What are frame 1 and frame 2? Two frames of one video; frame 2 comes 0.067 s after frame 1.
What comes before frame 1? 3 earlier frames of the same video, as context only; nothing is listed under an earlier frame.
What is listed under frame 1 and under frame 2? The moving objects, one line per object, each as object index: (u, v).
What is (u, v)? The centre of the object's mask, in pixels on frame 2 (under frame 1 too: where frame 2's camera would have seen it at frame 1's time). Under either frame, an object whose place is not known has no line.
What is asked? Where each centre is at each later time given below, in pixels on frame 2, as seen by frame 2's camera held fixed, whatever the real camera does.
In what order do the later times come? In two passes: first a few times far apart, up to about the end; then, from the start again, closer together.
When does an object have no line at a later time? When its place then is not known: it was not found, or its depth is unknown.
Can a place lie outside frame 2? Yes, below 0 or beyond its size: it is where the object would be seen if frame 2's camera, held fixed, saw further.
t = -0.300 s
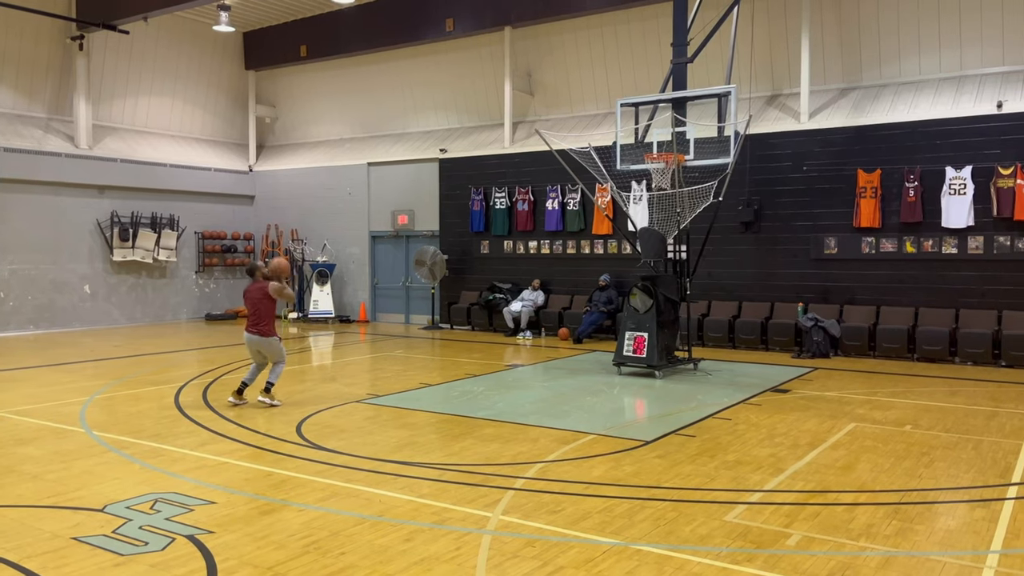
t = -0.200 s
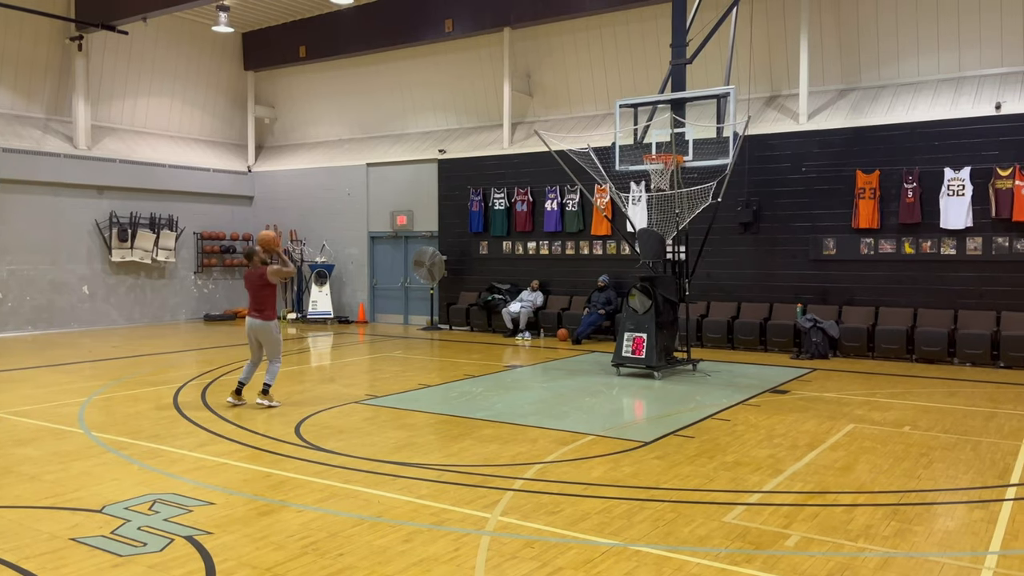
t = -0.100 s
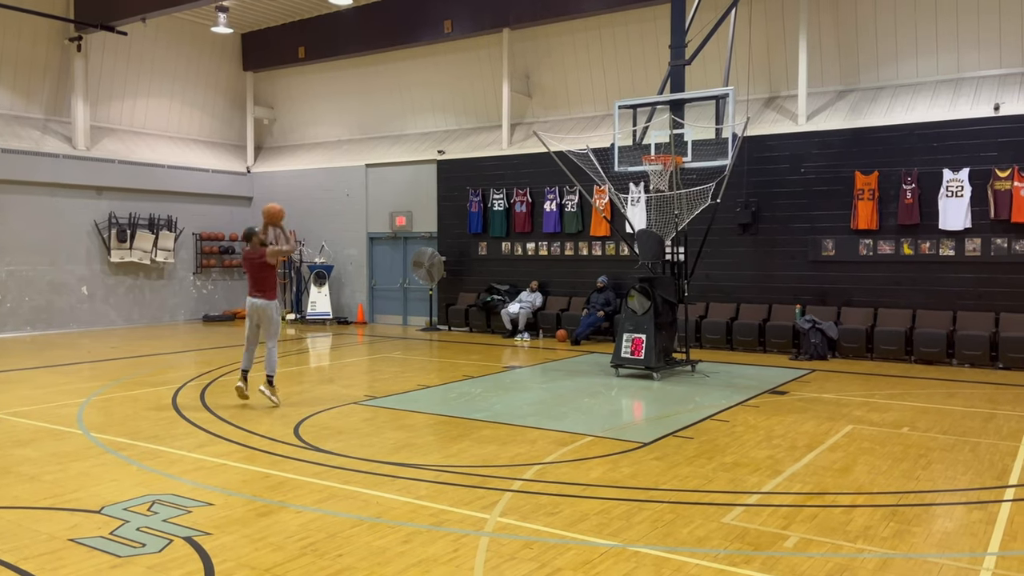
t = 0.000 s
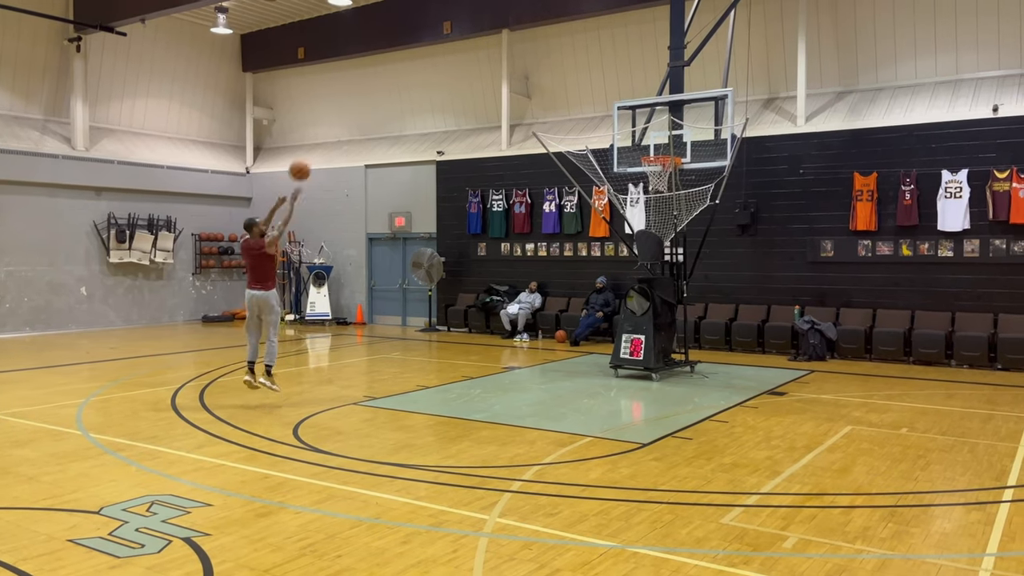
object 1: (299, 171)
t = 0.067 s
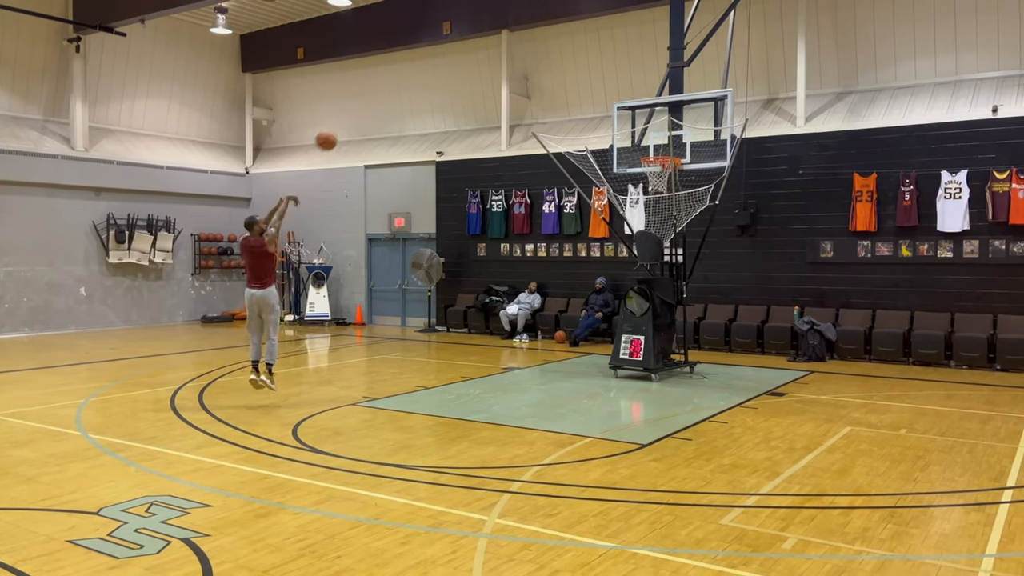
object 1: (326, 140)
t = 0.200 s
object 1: (377, 92)
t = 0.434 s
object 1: (459, 49)
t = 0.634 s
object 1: (523, 47)
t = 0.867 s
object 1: (589, 82)
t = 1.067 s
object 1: (641, 139)
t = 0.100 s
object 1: (339, 127)
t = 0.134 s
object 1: (352, 113)
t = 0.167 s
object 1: (365, 103)
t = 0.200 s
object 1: (377, 92)
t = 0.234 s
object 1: (389, 83)
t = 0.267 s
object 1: (401, 75)
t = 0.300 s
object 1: (413, 67)
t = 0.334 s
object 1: (425, 61)
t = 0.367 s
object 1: (437, 56)
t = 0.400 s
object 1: (448, 52)
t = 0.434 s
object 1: (459, 49)
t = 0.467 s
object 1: (471, 46)
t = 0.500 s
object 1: (481, 45)
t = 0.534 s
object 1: (492, 44)
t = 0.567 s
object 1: (502, 44)
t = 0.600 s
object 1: (512, 45)
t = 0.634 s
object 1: (523, 47)
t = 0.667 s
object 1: (532, 49)
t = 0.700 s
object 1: (542, 53)
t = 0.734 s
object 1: (552, 57)
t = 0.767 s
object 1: (561, 62)
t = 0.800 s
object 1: (571, 68)
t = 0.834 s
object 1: (580, 74)
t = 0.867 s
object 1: (589, 82)
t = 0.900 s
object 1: (598, 90)
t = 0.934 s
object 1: (606, 98)
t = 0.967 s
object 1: (615, 108)
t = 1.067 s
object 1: (641, 139)
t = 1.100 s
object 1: (649, 150)
